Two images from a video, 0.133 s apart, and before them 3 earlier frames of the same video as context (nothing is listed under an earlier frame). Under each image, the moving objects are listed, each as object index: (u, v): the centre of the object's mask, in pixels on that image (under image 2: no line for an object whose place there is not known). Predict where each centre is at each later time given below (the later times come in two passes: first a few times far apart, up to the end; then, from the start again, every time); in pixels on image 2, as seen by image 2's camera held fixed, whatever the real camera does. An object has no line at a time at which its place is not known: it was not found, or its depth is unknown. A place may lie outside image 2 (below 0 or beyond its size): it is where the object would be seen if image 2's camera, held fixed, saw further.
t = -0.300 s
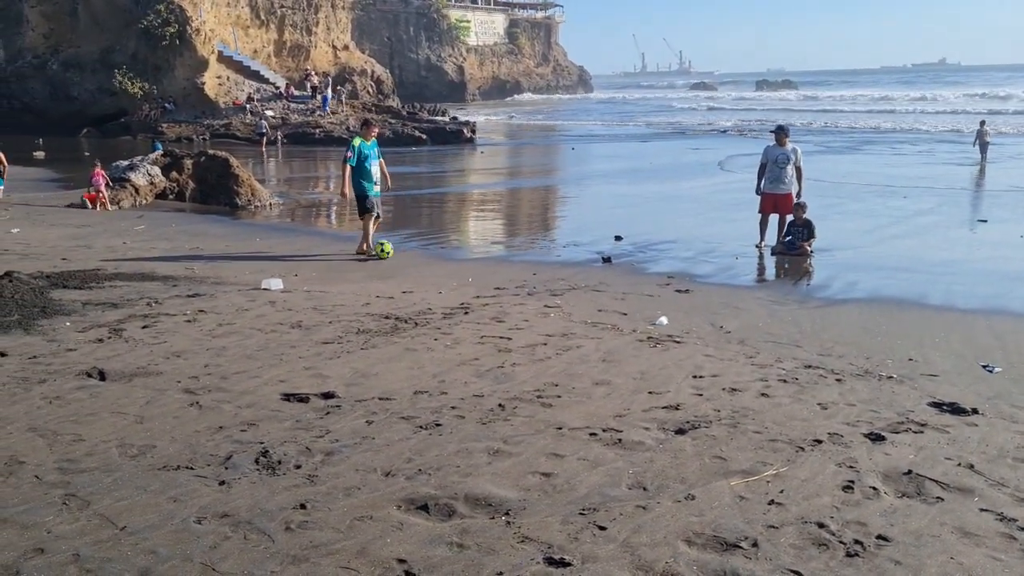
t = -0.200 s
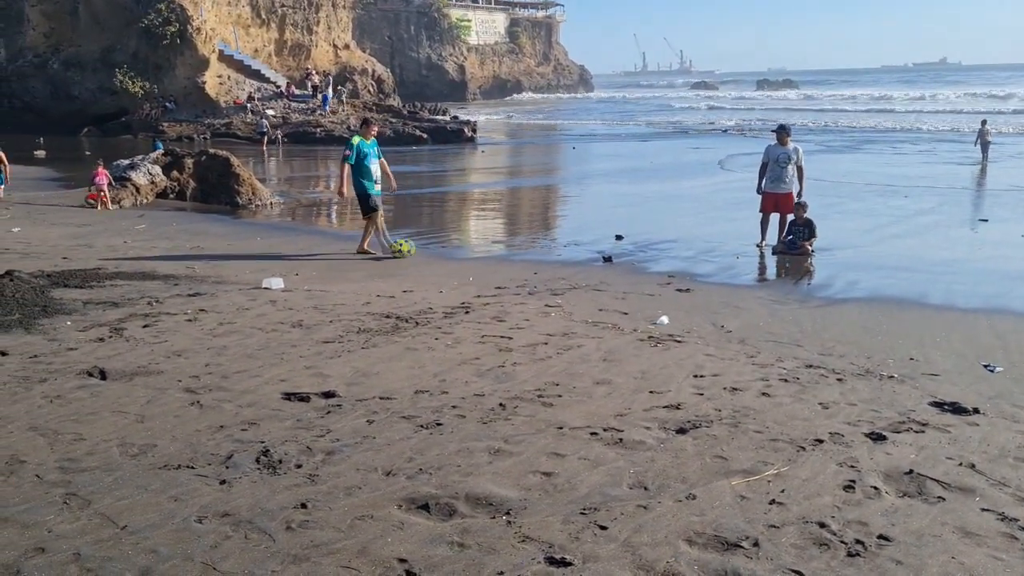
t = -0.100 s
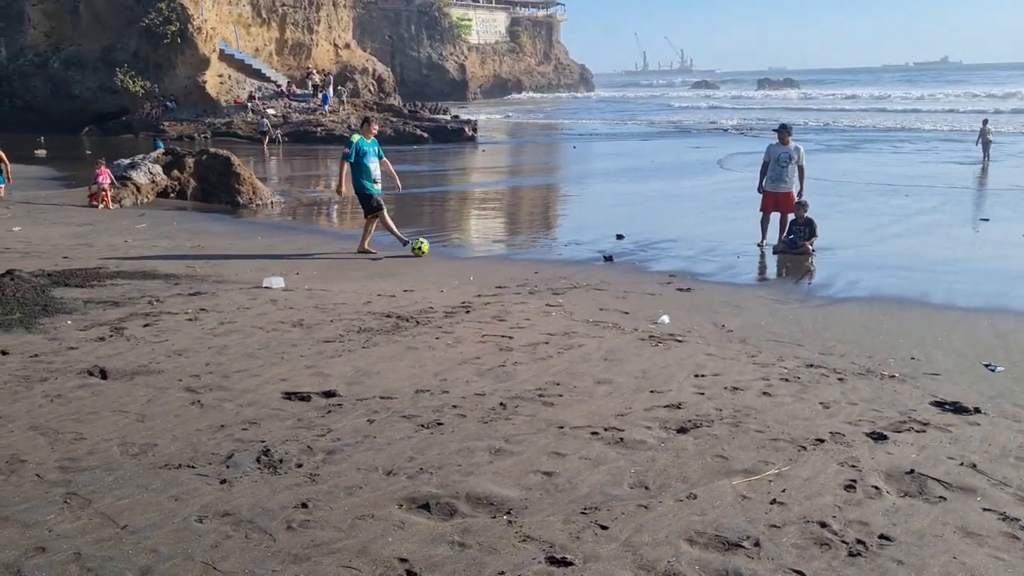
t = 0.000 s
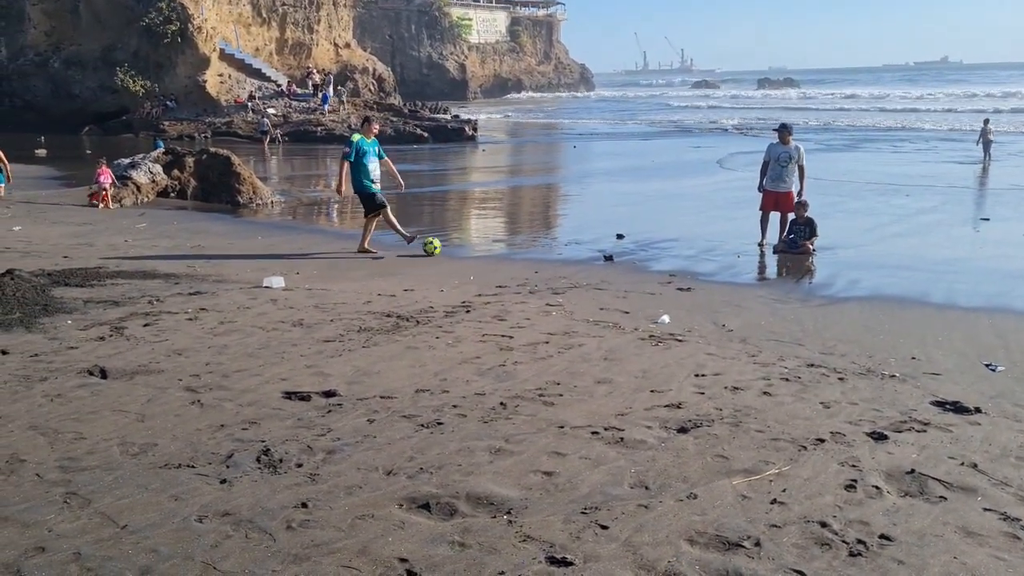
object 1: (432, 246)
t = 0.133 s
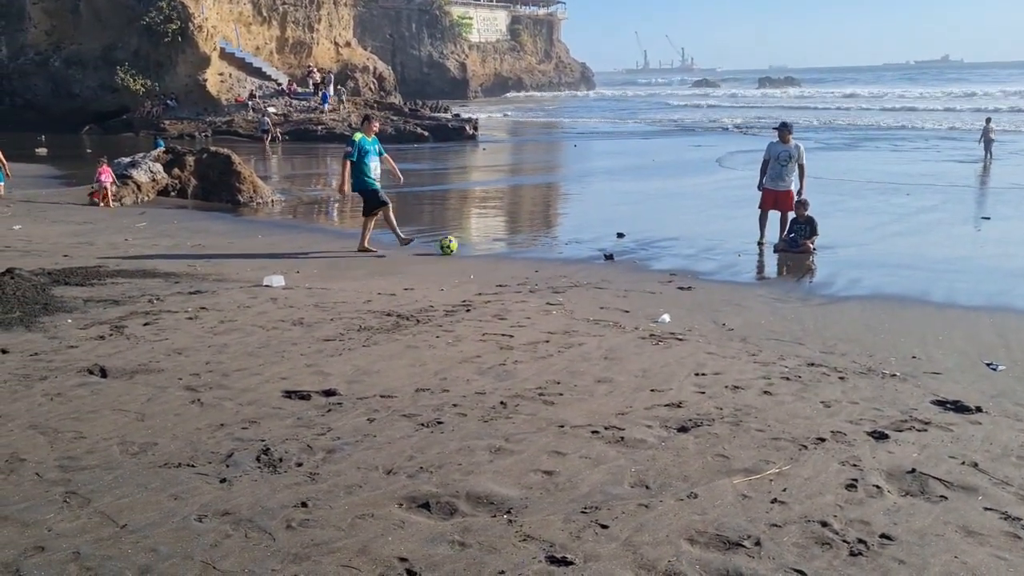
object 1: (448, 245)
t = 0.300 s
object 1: (468, 245)
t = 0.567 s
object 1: (499, 244)
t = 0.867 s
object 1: (532, 242)
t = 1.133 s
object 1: (557, 241)
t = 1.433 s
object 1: (585, 240)
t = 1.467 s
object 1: (588, 239)
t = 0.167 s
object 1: (454, 245)
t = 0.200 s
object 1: (458, 245)
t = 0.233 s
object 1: (462, 245)
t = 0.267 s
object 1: (464, 245)
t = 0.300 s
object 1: (468, 245)
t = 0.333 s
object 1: (474, 245)
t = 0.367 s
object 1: (477, 244)
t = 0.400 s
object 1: (479, 245)
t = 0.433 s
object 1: (484, 244)
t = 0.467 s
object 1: (489, 244)
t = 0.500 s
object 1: (494, 244)
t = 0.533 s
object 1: (497, 244)
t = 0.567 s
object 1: (499, 244)
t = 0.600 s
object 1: (504, 243)
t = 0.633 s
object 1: (509, 243)
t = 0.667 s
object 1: (511, 243)
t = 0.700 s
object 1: (514, 243)
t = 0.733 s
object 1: (518, 243)
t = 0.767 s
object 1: (523, 243)
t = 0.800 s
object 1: (525, 243)
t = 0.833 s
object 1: (527, 242)
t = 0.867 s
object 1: (532, 242)
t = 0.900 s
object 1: (536, 242)
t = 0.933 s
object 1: (541, 242)
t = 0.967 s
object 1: (542, 243)
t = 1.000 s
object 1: (545, 241)
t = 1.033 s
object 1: (549, 241)
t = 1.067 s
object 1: (553, 241)
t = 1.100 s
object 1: (556, 241)
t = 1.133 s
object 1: (557, 241)
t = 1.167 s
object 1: (561, 240)
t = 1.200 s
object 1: (565, 240)
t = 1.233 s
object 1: (566, 240)
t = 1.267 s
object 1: (569, 240)
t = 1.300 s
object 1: (573, 240)
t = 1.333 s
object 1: (577, 240)
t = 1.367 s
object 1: (581, 239)
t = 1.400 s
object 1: (582, 240)
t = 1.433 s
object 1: (585, 240)
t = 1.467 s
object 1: (588, 239)
